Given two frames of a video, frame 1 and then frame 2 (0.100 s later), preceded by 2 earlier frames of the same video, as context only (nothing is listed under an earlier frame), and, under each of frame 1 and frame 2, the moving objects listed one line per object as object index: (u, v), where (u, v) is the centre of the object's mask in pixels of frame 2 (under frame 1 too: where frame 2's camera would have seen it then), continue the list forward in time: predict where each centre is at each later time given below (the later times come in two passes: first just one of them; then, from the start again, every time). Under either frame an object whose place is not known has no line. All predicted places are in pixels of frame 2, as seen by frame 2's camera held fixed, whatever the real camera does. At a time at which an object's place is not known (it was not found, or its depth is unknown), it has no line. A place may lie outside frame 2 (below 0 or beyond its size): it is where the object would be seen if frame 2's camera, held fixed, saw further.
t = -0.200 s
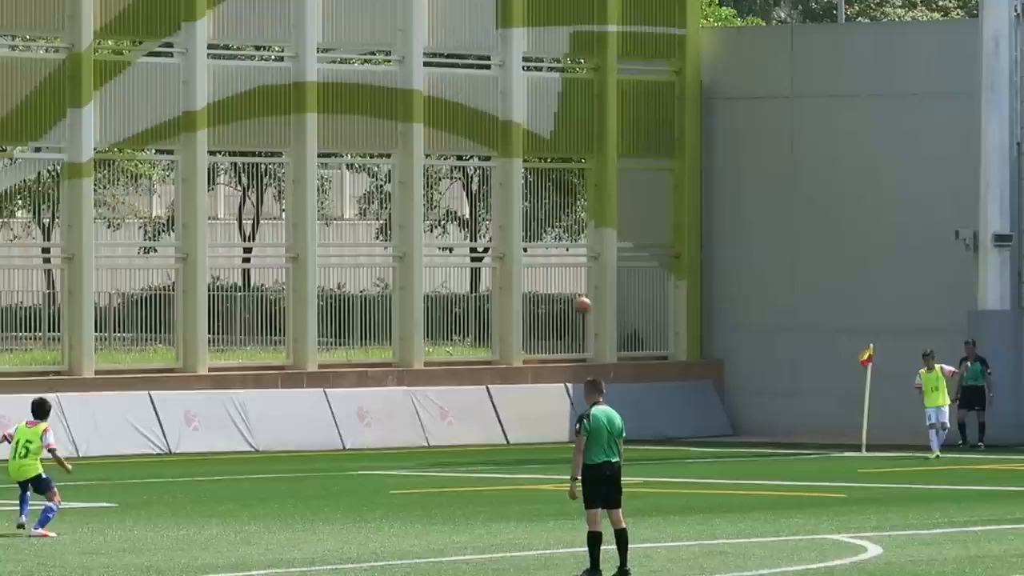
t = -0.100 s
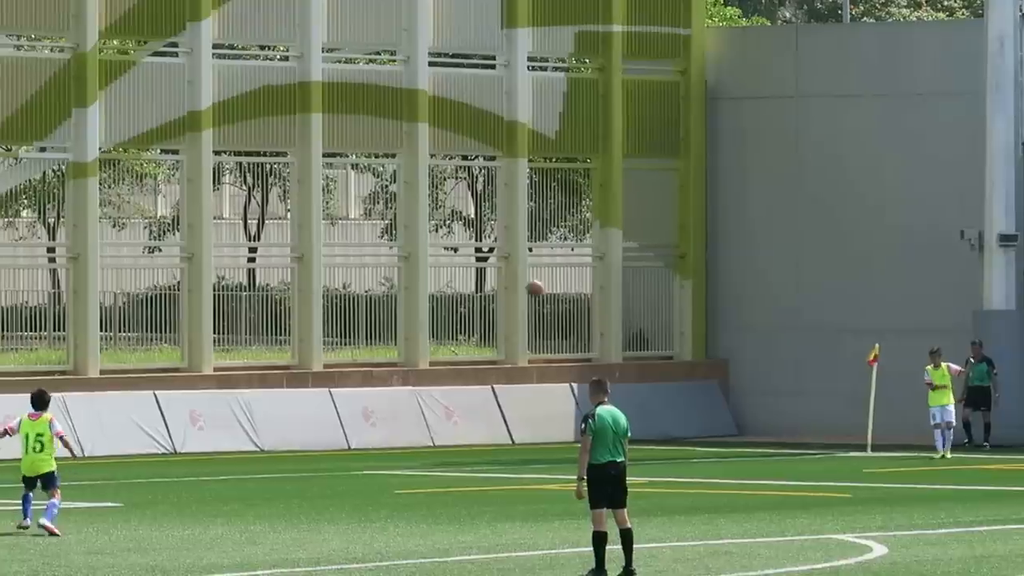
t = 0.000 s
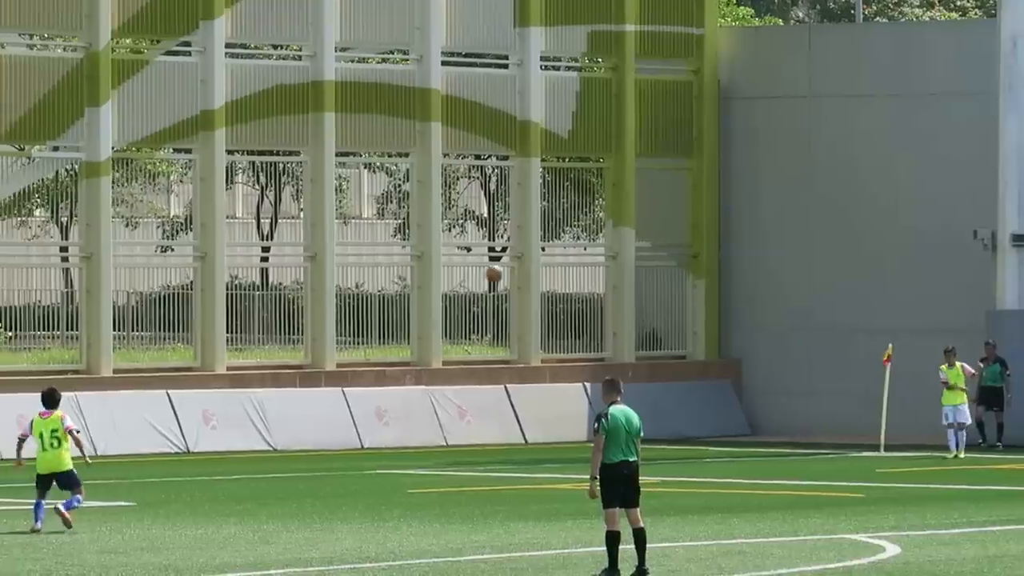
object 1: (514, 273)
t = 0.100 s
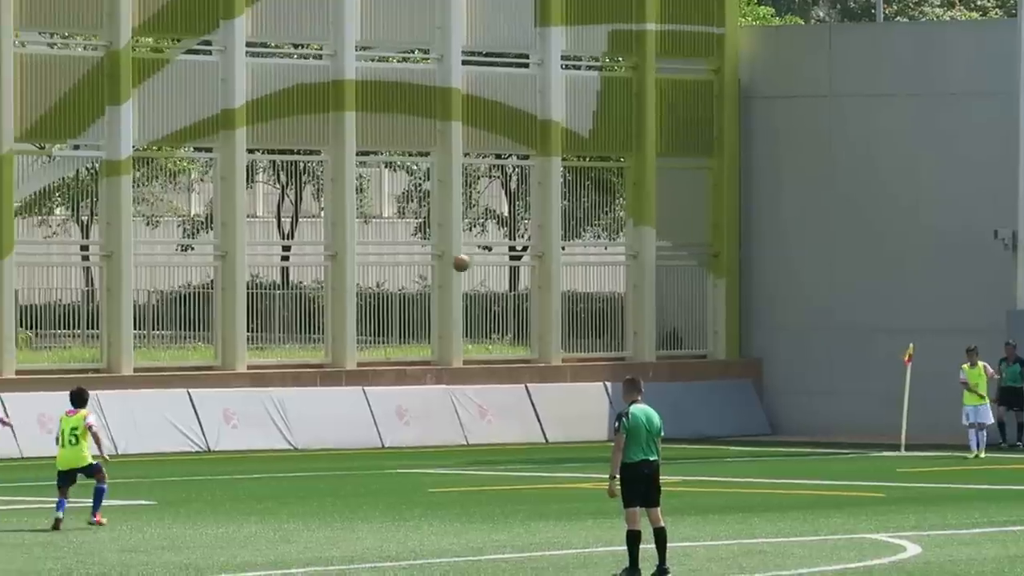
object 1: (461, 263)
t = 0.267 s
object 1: (372, 256)
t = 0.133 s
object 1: (443, 260)
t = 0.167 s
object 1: (425, 259)
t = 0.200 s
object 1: (407, 257)
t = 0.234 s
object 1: (390, 256)
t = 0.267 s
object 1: (372, 256)
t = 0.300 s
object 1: (354, 256)
